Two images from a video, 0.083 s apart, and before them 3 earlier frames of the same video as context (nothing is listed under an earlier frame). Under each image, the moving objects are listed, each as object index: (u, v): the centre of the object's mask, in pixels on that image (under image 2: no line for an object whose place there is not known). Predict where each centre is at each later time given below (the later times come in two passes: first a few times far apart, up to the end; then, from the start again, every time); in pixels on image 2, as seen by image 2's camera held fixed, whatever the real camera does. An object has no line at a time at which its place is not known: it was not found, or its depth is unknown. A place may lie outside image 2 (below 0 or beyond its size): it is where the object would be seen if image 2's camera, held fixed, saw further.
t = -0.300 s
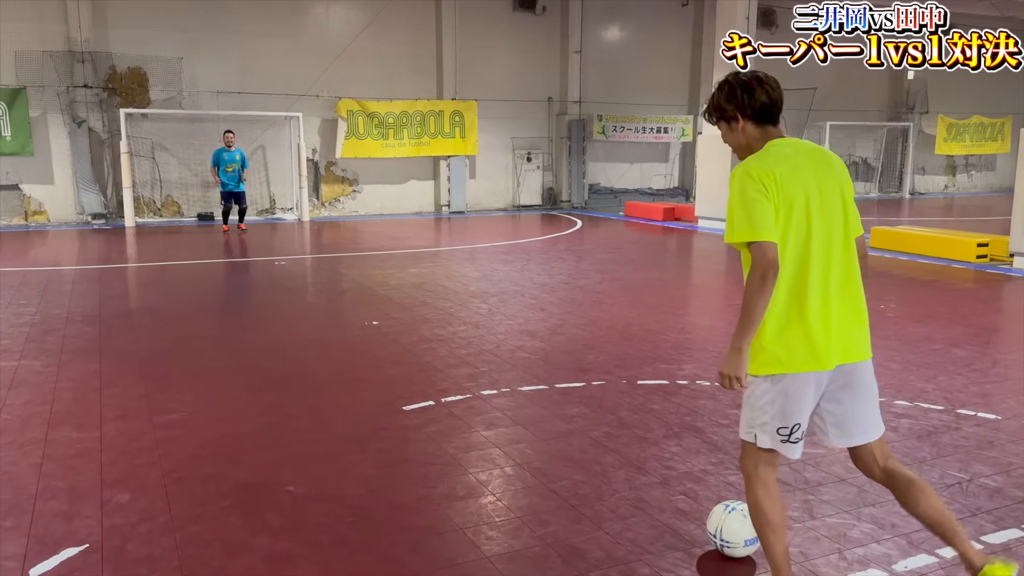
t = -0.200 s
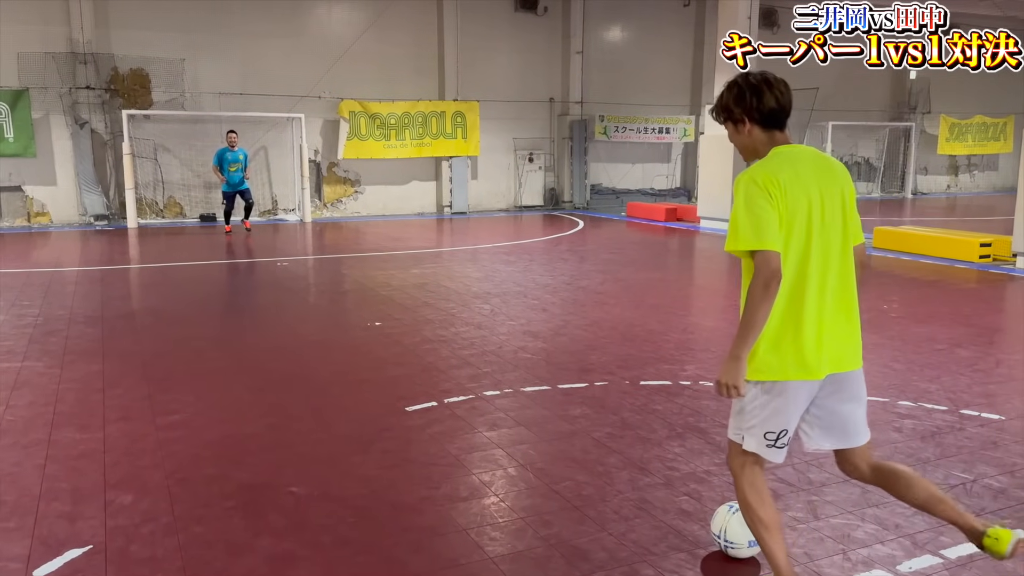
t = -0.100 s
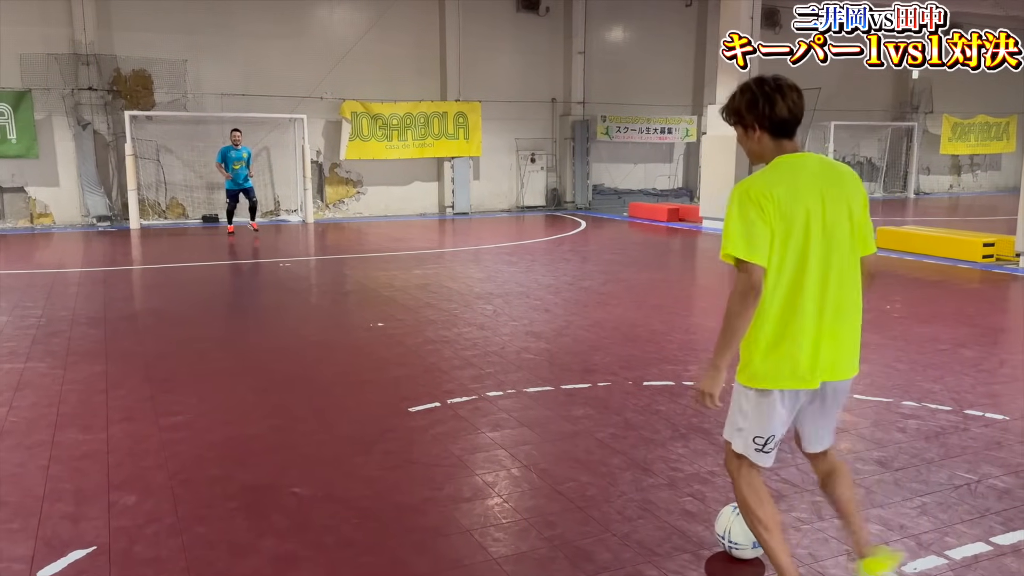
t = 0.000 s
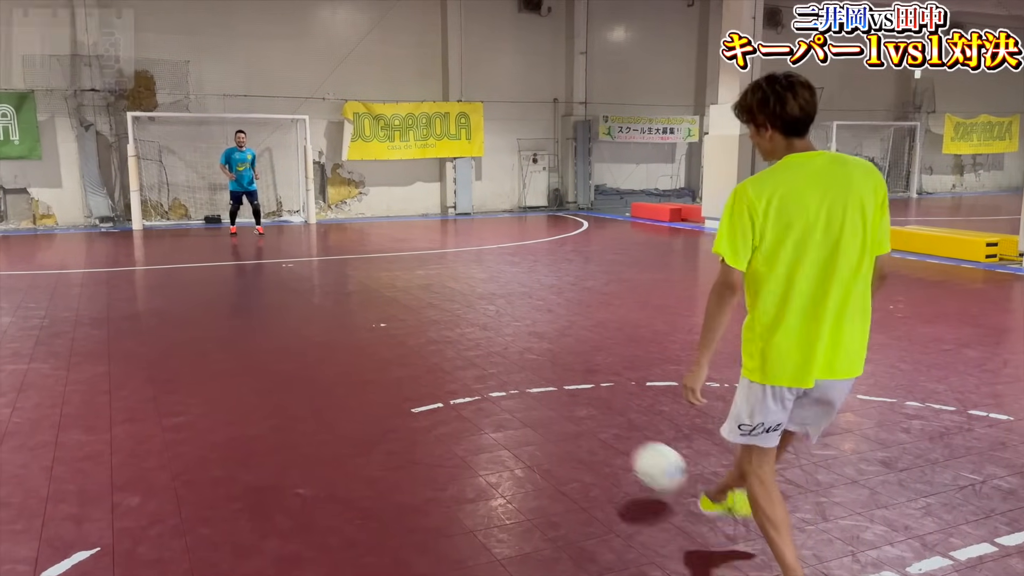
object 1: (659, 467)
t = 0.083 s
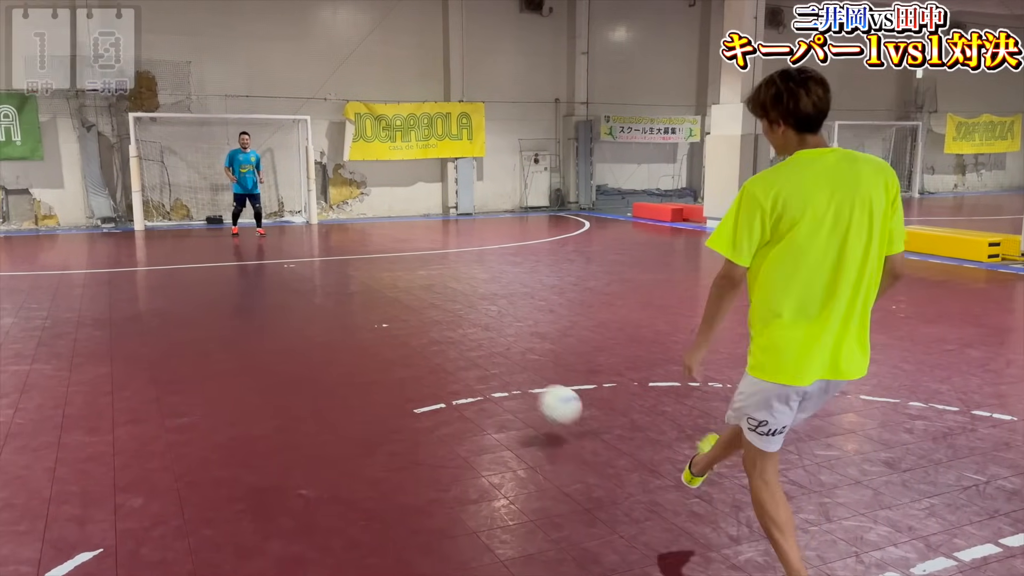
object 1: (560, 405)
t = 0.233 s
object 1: (453, 349)
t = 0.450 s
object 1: (373, 305)
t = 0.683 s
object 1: (326, 278)
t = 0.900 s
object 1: (299, 262)
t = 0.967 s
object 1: (292, 259)
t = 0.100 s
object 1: (544, 397)
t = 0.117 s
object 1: (529, 389)
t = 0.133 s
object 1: (516, 384)
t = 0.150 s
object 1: (503, 378)
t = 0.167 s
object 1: (490, 374)
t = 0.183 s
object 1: (480, 368)
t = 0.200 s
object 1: (471, 361)
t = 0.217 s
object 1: (461, 354)
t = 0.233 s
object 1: (453, 349)
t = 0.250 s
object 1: (445, 344)
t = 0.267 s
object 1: (437, 340)
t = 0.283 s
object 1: (429, 336)
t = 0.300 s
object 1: (422, 333)
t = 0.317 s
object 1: (415, 330)
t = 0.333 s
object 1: (410, 326)
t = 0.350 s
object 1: (404, 322)
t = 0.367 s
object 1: (398, 318)
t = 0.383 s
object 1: (393, 315)
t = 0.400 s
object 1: (387, 312)
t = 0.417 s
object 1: (382, 310)
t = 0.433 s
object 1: (378, 308)
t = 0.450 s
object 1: (373, 305)
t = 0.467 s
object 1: (368, 302)
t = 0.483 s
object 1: (365, 300)
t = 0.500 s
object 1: (361, 297)
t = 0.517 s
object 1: (357, 295)
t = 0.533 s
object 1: (354, 294)
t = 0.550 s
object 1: (350, 292)
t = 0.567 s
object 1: (346, 290)
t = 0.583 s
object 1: (343, 288)
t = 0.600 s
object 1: (340, 286)
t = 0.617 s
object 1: (337, 284)
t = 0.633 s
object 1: (334, 283)
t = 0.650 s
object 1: (332, 281)
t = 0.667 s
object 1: (329, 280)
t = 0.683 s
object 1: (326, 278)
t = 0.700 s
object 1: (324, 277)
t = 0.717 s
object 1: (321, 275)
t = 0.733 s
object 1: (319, 274)
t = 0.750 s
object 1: (317, 272)
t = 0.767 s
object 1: (315, 271)
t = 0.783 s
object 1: (313, 270)
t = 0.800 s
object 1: (311, 268)
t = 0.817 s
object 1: (309, 268)
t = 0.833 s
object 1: (307, 266)
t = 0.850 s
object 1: (305, 265)
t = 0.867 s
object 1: (303, 264)
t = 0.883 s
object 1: (301, 263)
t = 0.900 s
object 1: (299, 262)
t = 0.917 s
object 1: (297, 261)
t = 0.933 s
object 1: (295, 261)
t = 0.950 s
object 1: (293, 259)
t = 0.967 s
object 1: (292, 259)
